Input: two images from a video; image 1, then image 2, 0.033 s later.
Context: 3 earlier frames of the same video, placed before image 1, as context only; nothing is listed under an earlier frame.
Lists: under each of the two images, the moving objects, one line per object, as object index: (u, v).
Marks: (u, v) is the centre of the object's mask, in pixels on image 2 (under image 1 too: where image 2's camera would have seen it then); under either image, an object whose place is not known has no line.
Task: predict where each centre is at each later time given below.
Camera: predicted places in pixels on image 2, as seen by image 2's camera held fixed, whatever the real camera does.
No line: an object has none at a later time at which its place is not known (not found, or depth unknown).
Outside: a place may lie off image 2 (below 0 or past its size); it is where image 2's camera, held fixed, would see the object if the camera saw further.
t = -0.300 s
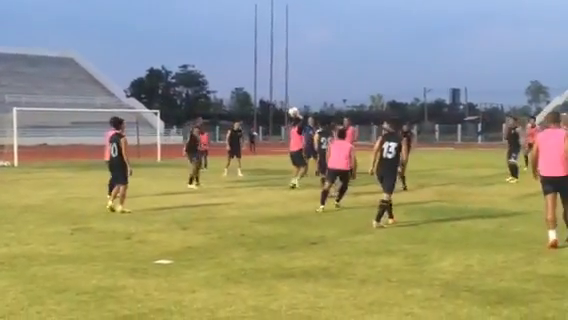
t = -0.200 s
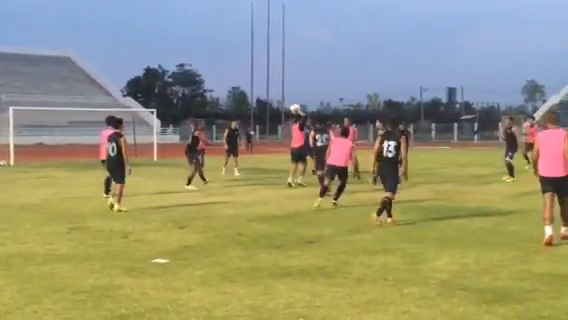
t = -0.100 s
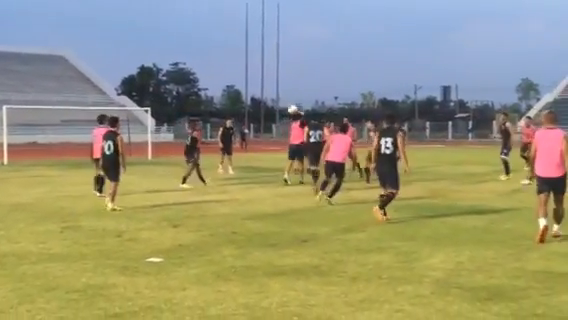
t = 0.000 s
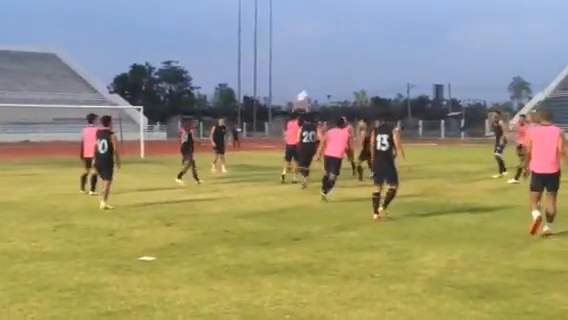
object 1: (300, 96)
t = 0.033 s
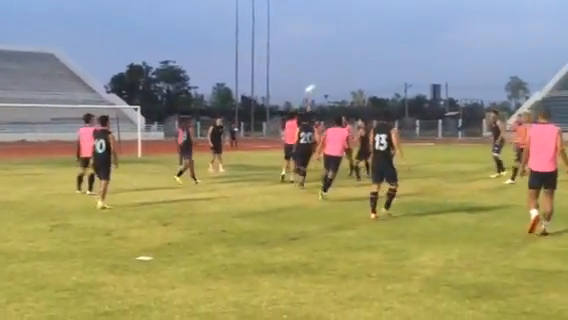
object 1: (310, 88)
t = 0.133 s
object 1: (340, 74)
